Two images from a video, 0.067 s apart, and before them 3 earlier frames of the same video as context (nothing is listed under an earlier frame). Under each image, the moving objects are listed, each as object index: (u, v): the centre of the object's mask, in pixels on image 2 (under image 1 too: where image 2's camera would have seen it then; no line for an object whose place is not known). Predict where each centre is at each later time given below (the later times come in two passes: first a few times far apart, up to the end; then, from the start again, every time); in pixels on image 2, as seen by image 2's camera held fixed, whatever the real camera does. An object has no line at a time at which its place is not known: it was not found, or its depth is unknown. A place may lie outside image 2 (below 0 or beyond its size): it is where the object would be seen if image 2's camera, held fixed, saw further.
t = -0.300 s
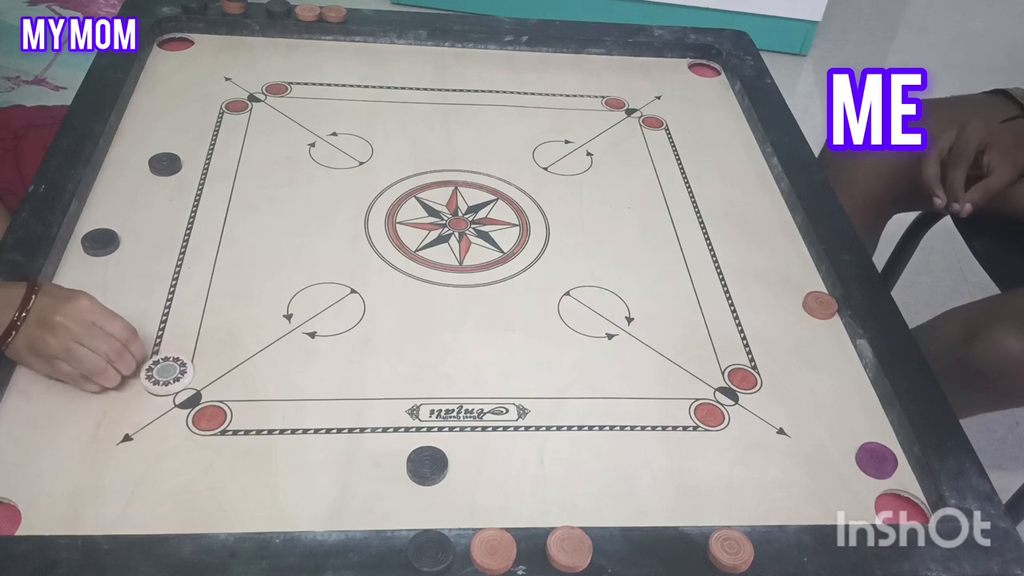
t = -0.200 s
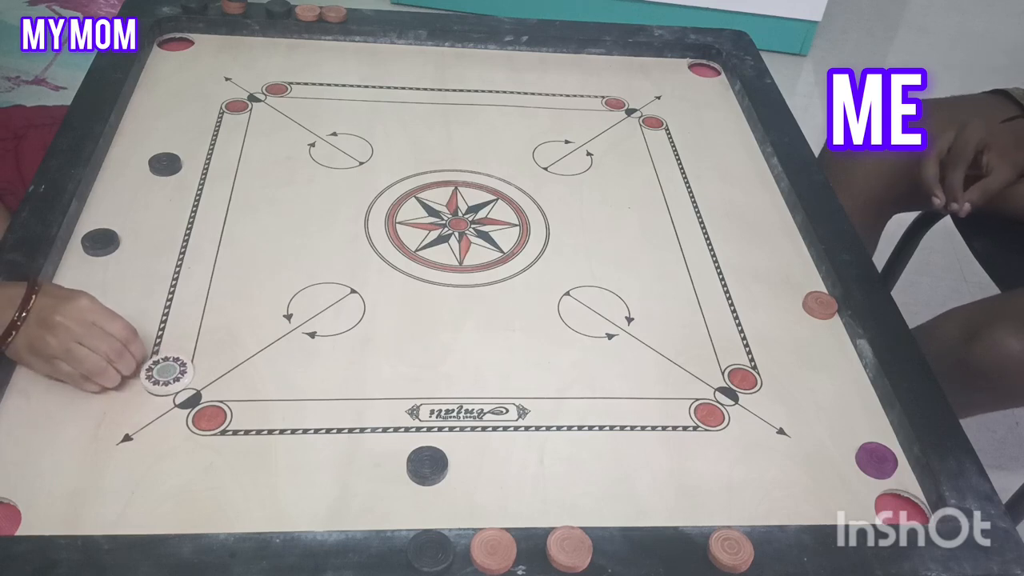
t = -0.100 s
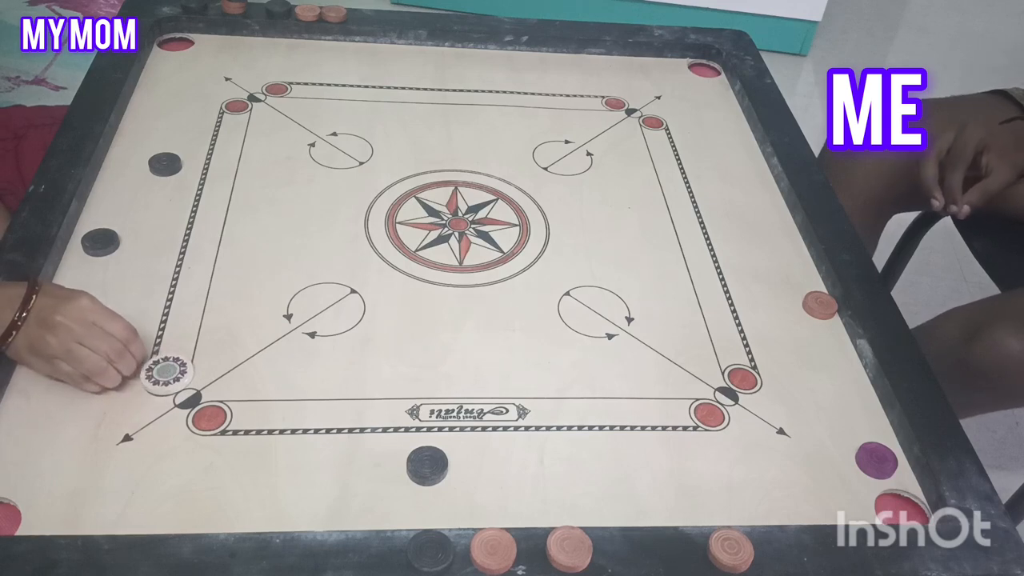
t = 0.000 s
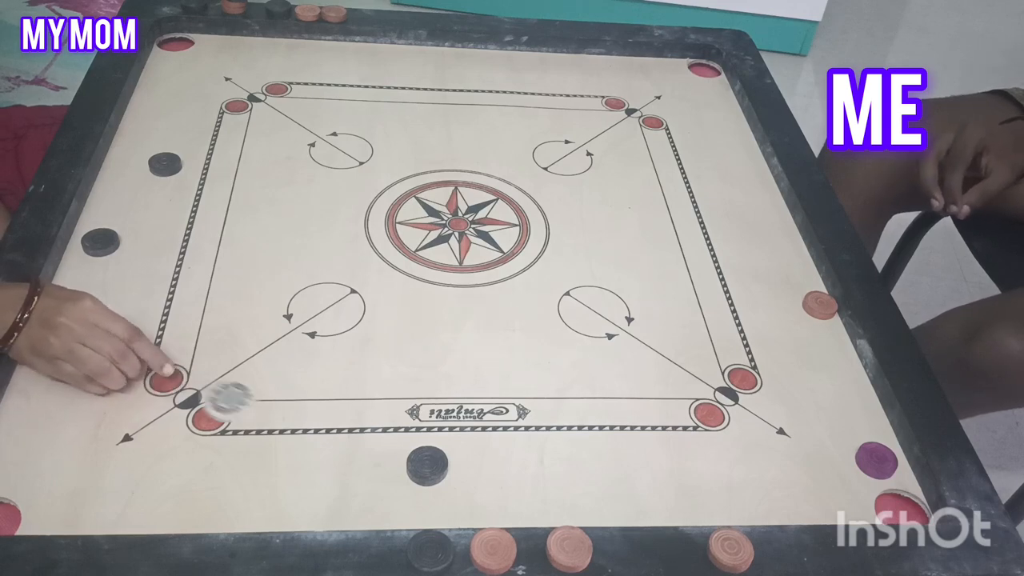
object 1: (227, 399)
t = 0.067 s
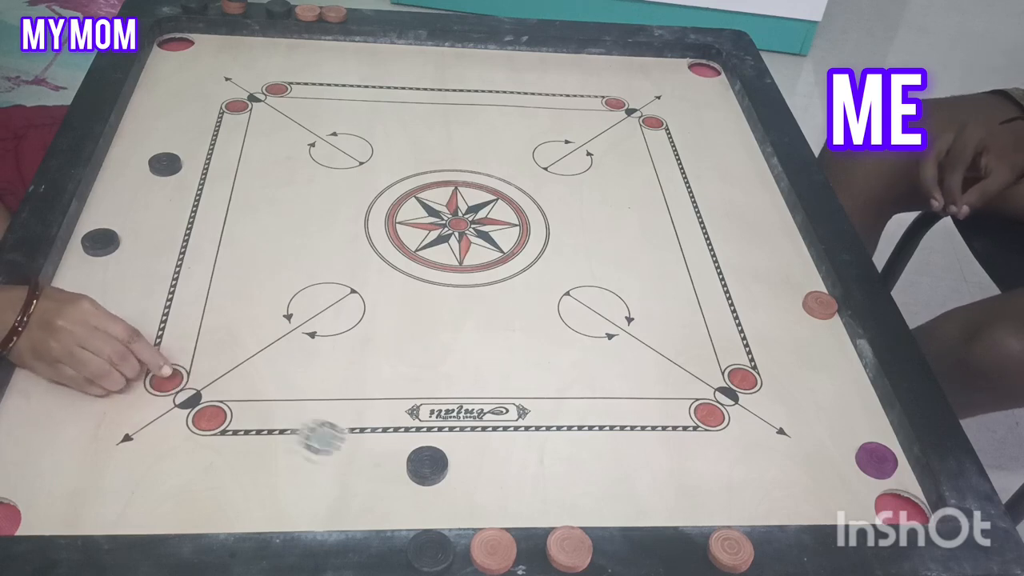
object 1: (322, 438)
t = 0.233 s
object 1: (453, 506)
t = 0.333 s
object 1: (493, 479)
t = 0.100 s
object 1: (367, 460)
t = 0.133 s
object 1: (395, 478)
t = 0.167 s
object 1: (415, 501)
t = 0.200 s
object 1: (437, 514)
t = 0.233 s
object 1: (453, 506)
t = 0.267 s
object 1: (467, 497)
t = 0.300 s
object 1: (479, 489)
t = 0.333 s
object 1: (493, 479)
